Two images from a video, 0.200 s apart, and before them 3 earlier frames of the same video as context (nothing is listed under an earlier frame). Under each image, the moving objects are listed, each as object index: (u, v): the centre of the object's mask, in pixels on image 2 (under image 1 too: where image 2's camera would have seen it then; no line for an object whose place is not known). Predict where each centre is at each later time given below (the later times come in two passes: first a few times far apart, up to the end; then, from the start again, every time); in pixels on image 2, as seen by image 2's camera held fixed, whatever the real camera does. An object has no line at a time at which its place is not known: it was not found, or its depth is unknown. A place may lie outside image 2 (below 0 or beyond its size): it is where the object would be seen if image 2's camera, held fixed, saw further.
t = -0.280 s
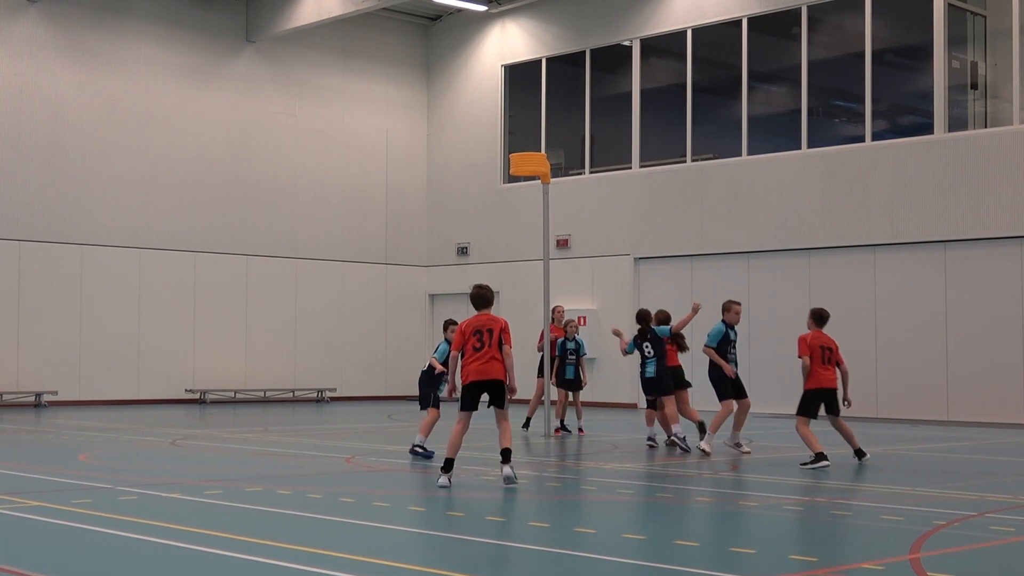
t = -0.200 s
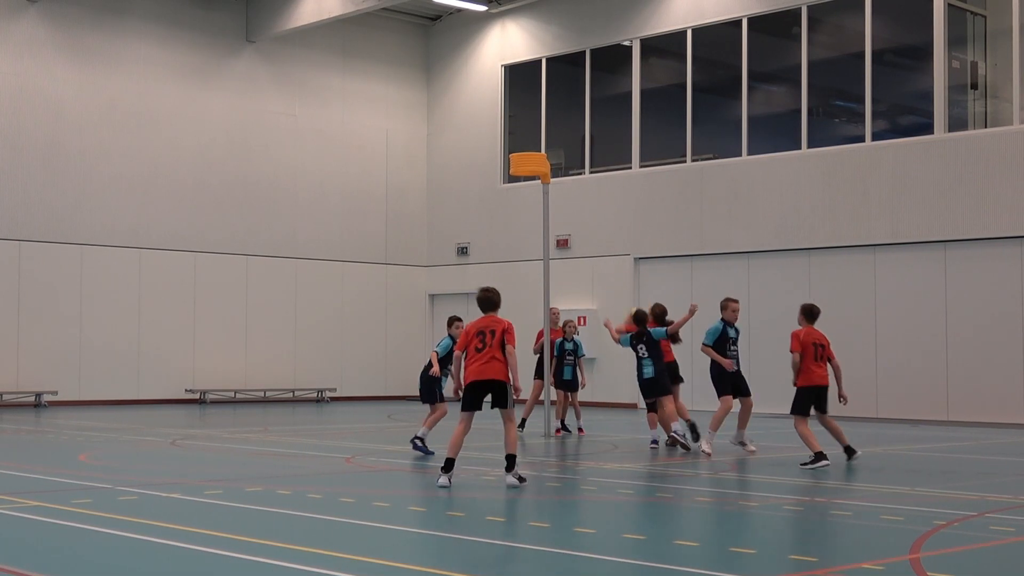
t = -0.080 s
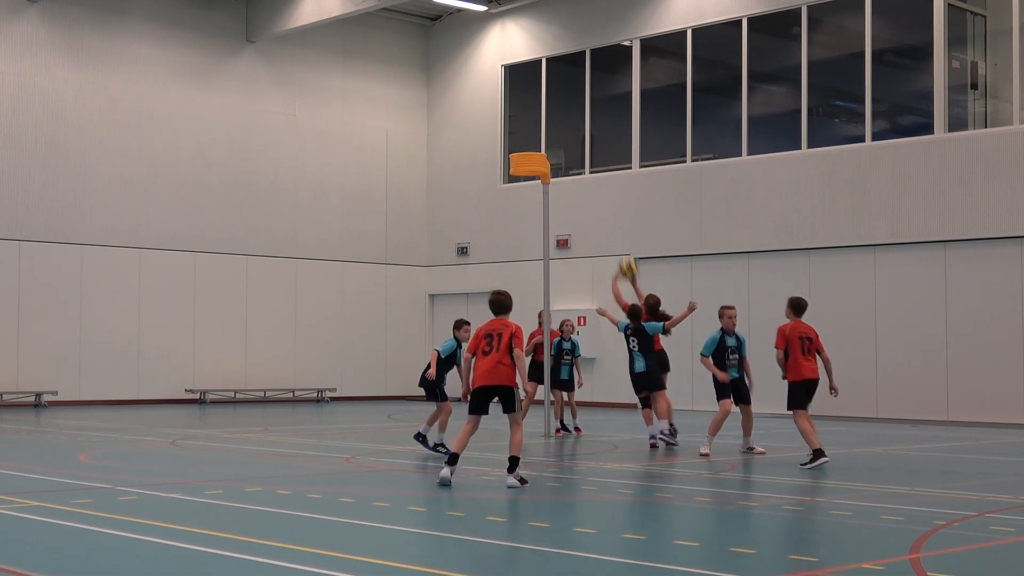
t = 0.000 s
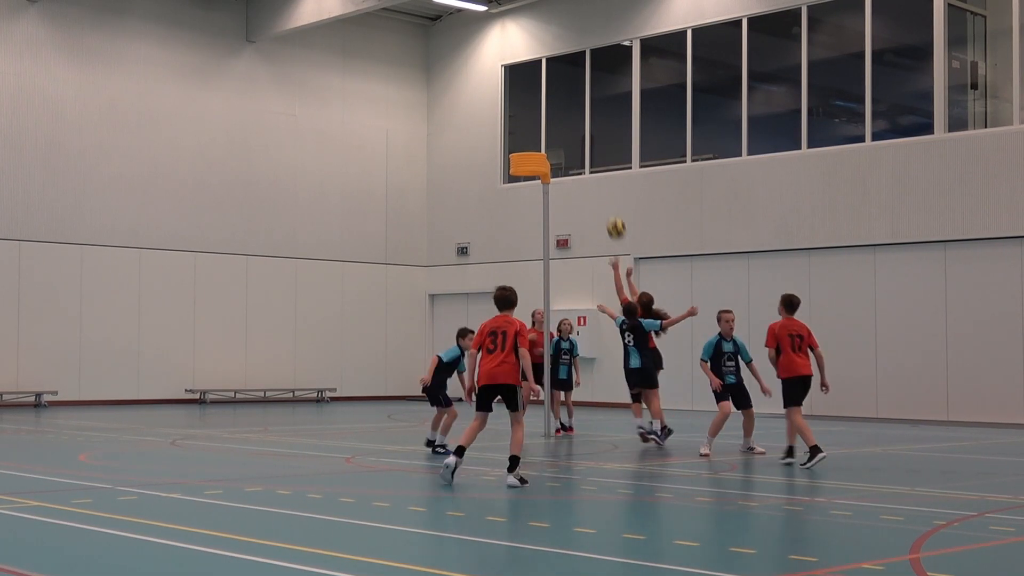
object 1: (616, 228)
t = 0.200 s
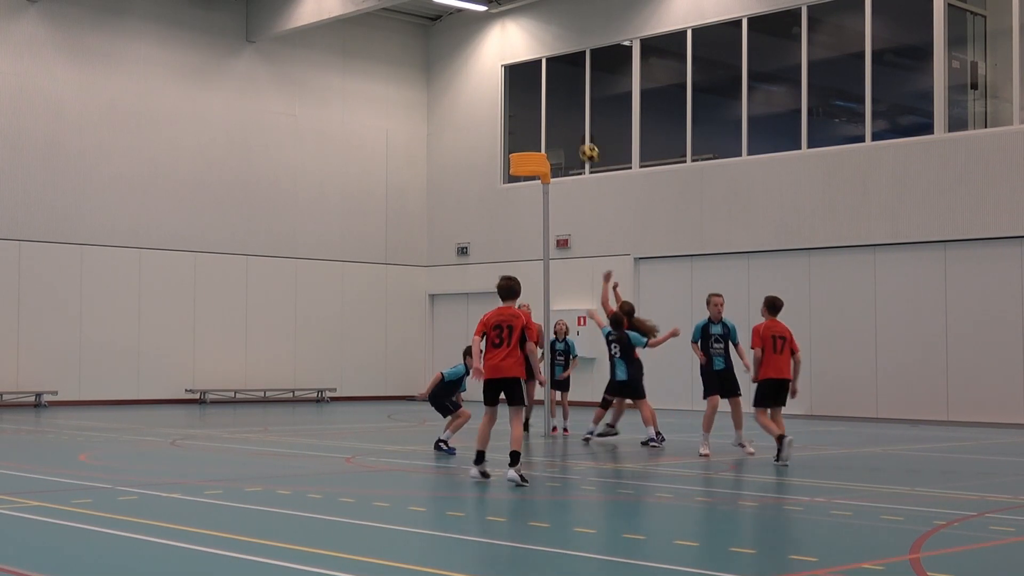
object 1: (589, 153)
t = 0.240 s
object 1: (584, 143)
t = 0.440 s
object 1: (558, 110)
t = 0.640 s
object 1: (532, 110)
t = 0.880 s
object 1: (502, 150)
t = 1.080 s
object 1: (478, 216)
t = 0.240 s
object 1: (584, 143)
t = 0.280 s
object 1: (578, 134)
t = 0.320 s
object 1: (573, 126)
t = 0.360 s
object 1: (568, 119)
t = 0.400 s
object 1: (562, 114)
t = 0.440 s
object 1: (558, 110)
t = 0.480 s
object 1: (552, 108)
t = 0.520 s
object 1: (547, 106)
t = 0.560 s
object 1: (542, 106)
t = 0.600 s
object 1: (537, 107)
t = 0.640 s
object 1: (532, 110)
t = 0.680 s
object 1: (527, 113)
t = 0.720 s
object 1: (522, 118)
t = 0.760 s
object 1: (517, 124)
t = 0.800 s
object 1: (512, 131)
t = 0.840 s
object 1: (507, 140)
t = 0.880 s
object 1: (502, 150)
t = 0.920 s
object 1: (496, 161)
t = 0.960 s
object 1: (492, 173)
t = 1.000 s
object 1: (487, 187)
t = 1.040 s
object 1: (482, 200)
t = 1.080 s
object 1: (478, 216)
